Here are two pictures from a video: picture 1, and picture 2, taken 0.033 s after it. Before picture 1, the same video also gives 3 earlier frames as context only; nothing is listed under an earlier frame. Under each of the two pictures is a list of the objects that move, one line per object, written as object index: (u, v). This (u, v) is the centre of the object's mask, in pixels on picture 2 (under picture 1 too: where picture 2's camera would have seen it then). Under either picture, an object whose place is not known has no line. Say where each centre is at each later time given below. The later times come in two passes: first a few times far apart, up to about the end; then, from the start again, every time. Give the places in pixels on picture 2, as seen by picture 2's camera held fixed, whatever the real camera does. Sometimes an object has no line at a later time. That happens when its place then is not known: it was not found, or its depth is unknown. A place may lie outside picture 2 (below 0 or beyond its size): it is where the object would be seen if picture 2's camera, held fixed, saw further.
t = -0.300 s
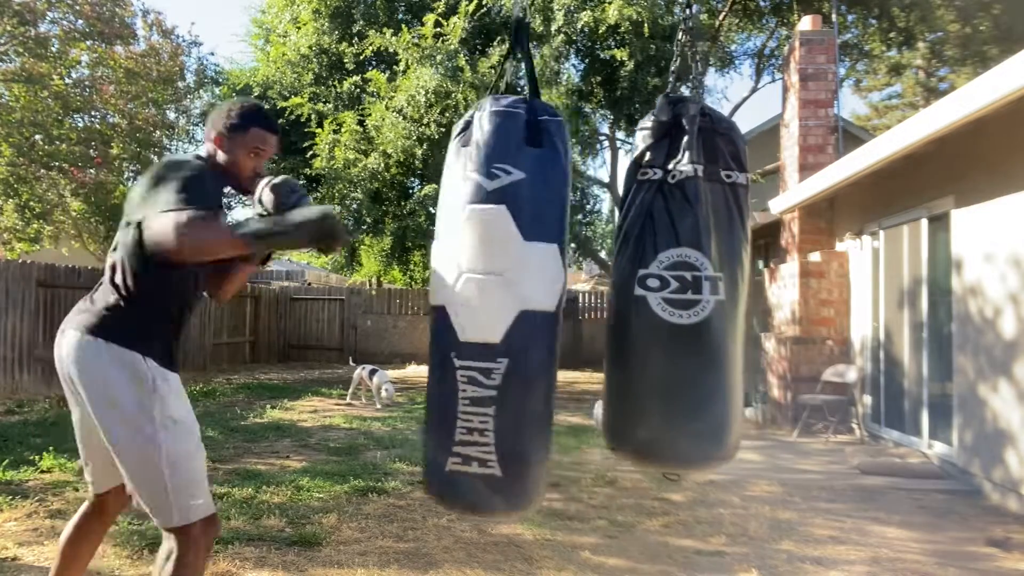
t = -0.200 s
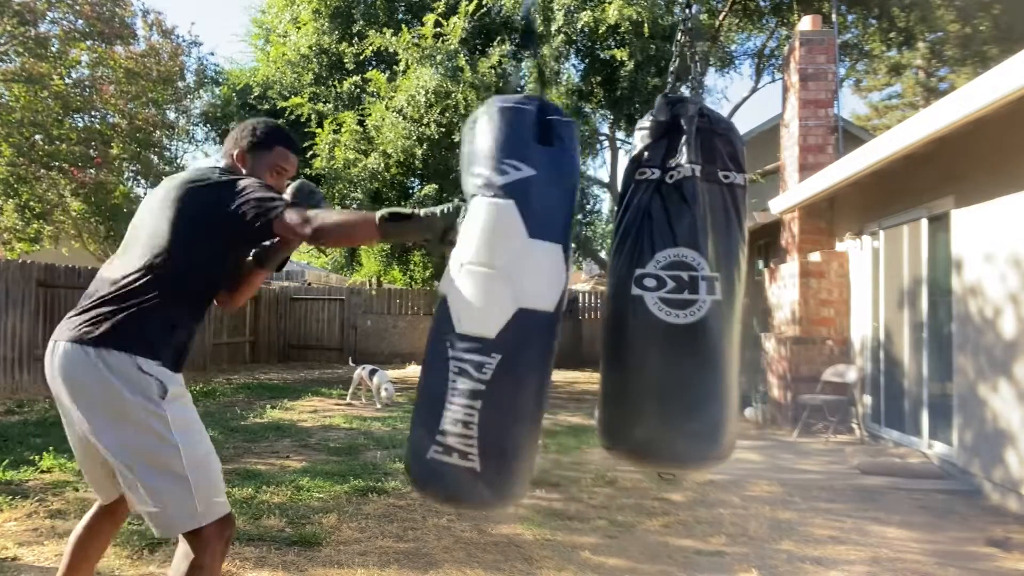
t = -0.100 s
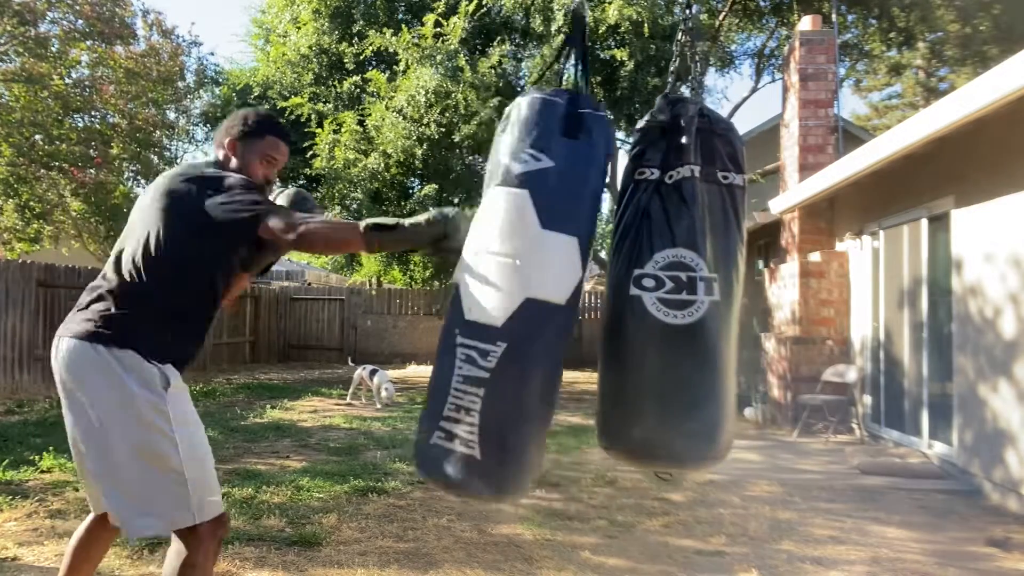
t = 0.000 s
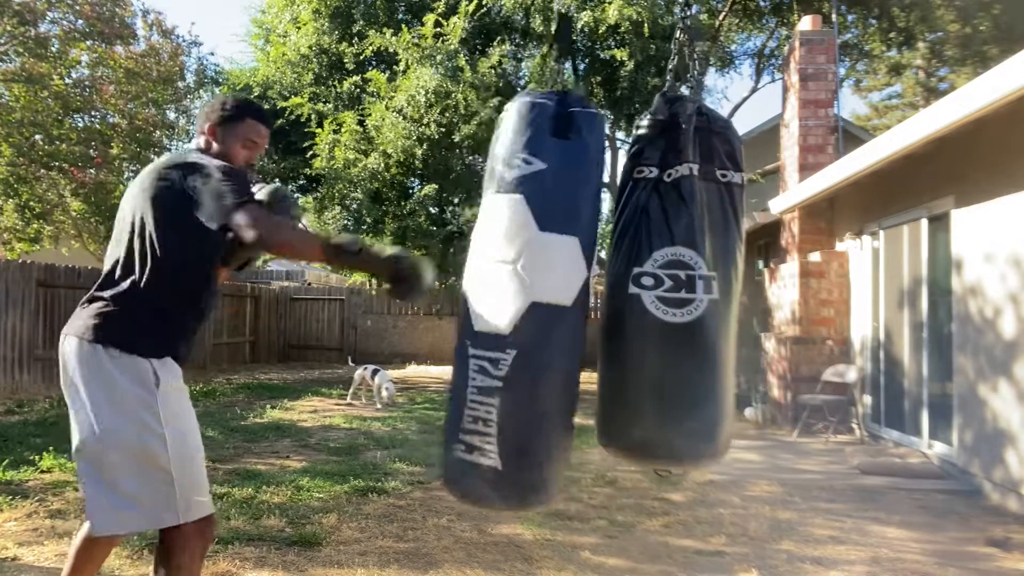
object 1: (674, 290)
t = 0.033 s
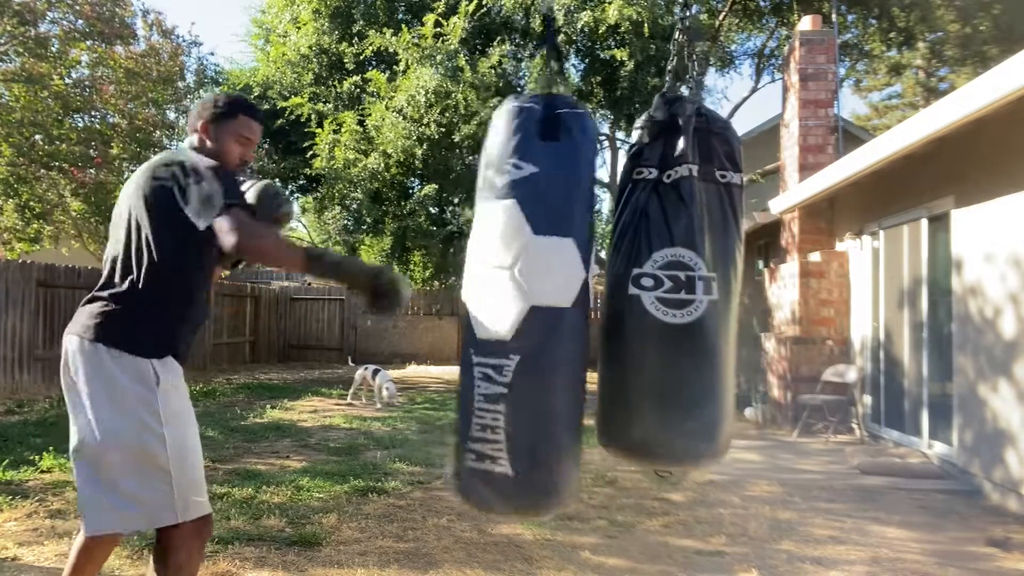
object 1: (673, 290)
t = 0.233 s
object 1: (684, 292)
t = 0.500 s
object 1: (714, 295)
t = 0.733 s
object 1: (739, 301)
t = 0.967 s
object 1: (755, 303)
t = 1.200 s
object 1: (763, 302)
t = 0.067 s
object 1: (673, 291)
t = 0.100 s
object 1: (674, 291)
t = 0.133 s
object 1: (676, 290)
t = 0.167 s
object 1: (679, 291)
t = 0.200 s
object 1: (681, 291)
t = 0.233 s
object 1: (684, 292)
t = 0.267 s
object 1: (688, 293)
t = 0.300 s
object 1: (692, 295)
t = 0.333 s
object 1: (696, 296)
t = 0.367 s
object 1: (700, 297)
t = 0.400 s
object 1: (703, 296)
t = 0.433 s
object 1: (707, 295)
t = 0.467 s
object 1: (710, 294)
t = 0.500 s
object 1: (714, 295)
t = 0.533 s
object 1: (716, 297)
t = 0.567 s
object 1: (721, 299)
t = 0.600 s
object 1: (724, 300)
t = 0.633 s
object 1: (728, 302)
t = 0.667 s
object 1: (732, 301)
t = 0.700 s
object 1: (735, 301)
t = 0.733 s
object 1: (739, 301)
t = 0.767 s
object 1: (741, 301)
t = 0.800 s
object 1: (744, 302)
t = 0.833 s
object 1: (747, 303)
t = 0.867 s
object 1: (750, 305)
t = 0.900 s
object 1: (751, 305)
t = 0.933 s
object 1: (753, 304)
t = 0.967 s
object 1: (755, 303)
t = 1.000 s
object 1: (756, 303)
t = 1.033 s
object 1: (758, 303)
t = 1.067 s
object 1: (760, 303)
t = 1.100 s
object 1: (761, 303)
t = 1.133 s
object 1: (761, 302)
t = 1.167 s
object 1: (763, 302)
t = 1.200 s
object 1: (763, 302)
